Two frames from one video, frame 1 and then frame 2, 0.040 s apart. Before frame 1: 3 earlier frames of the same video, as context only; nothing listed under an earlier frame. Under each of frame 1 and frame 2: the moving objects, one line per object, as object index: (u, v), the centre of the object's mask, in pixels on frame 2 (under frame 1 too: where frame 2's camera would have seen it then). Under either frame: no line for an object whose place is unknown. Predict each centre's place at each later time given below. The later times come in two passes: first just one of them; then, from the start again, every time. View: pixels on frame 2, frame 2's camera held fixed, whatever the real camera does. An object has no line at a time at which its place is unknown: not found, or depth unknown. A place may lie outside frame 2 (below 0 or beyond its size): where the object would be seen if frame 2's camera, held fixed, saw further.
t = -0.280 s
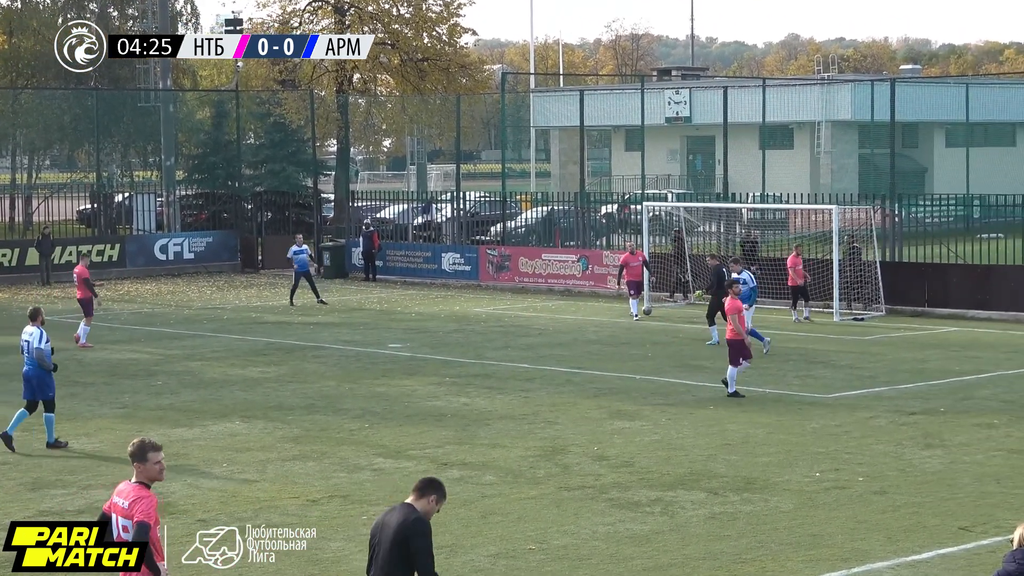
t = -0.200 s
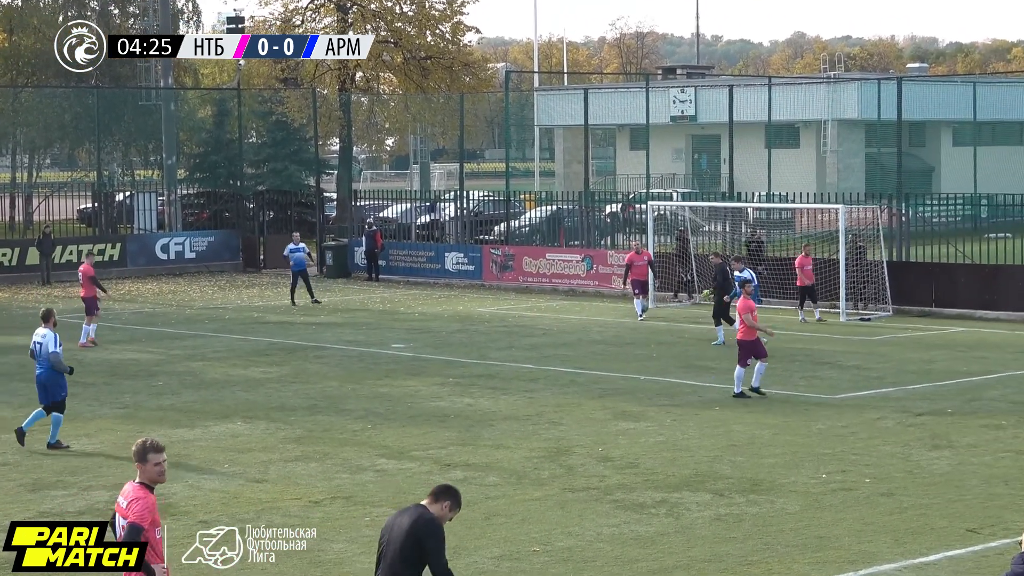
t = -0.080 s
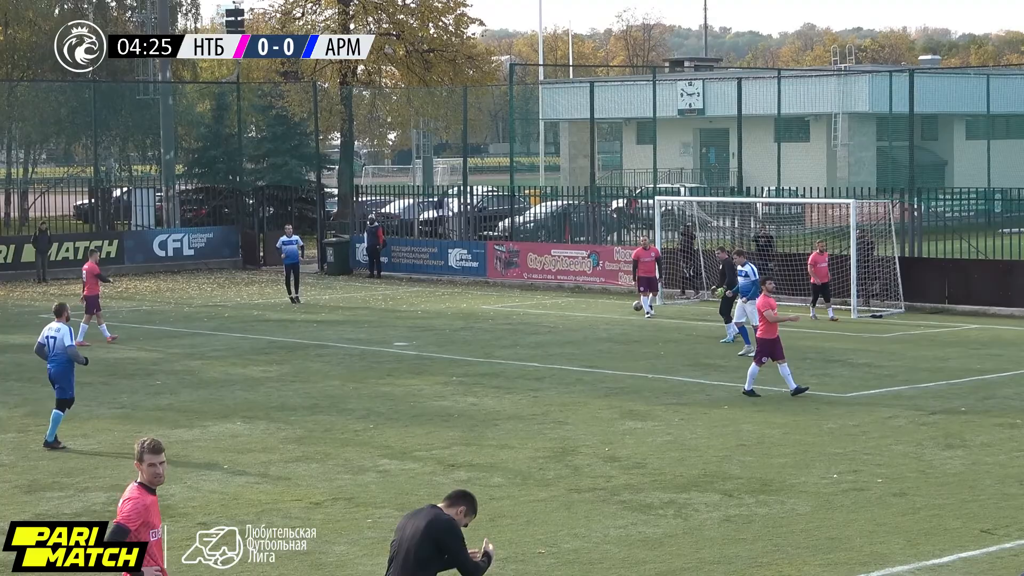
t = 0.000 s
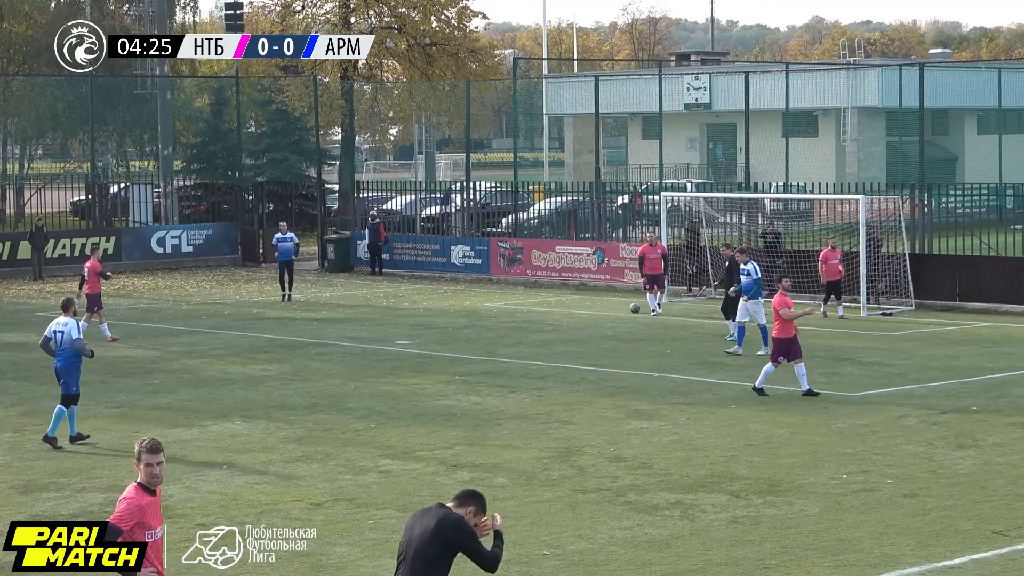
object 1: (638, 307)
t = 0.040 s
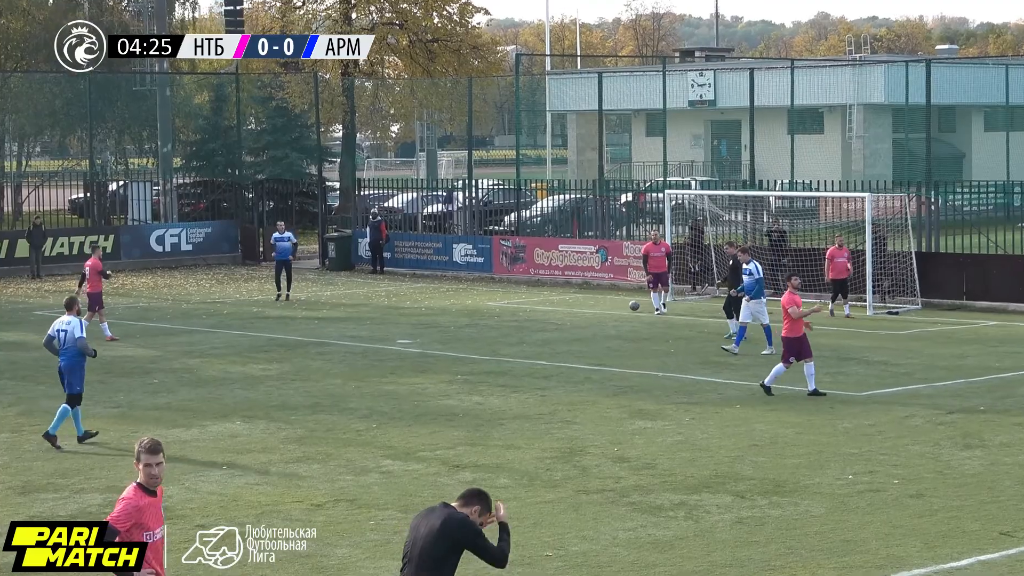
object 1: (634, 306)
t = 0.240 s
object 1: (615, 306)
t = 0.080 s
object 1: (630, 304)
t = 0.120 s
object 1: (627, 304)
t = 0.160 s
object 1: (622, 304)
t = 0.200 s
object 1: (619, 305)
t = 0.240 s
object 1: (615, 306)
